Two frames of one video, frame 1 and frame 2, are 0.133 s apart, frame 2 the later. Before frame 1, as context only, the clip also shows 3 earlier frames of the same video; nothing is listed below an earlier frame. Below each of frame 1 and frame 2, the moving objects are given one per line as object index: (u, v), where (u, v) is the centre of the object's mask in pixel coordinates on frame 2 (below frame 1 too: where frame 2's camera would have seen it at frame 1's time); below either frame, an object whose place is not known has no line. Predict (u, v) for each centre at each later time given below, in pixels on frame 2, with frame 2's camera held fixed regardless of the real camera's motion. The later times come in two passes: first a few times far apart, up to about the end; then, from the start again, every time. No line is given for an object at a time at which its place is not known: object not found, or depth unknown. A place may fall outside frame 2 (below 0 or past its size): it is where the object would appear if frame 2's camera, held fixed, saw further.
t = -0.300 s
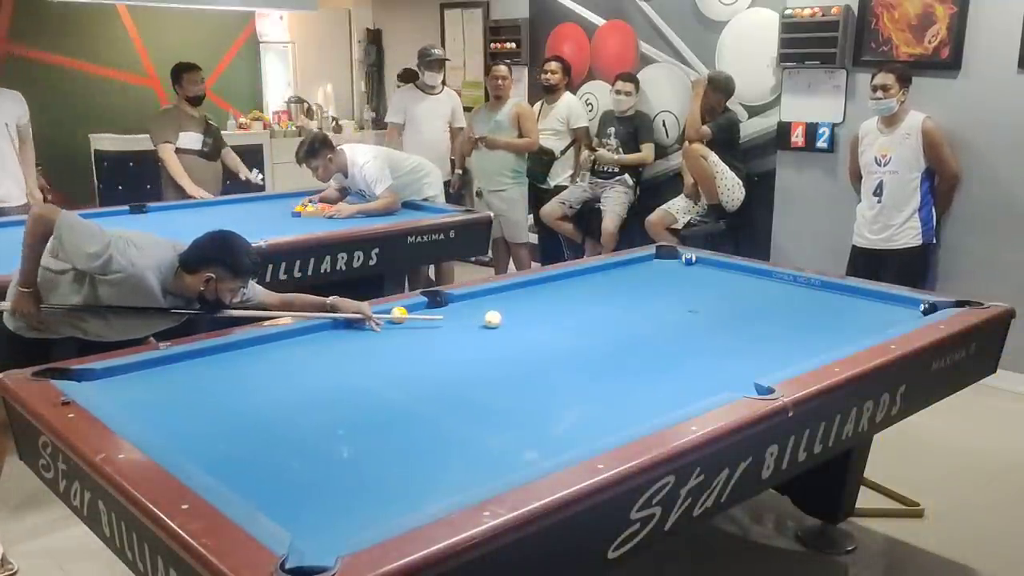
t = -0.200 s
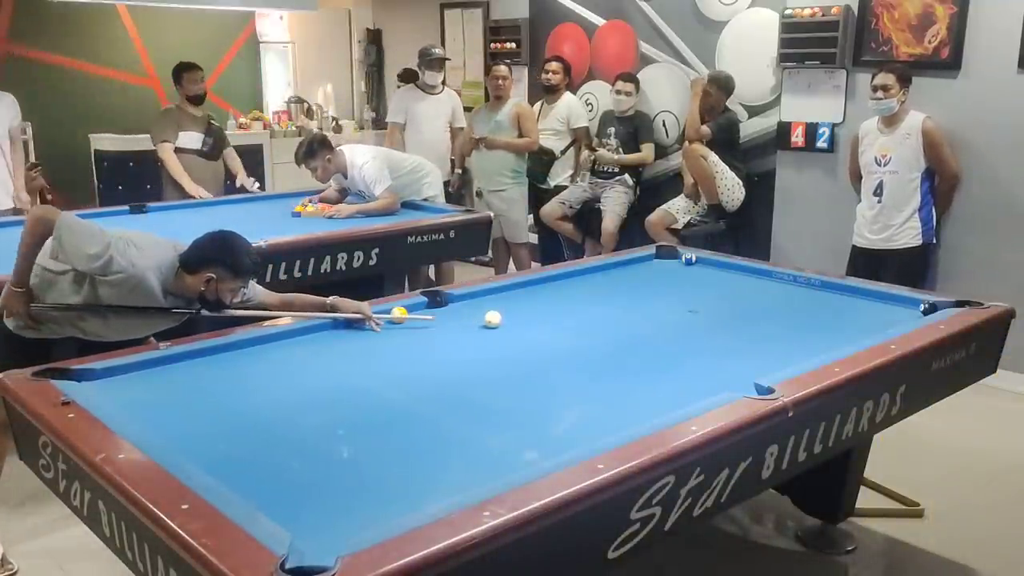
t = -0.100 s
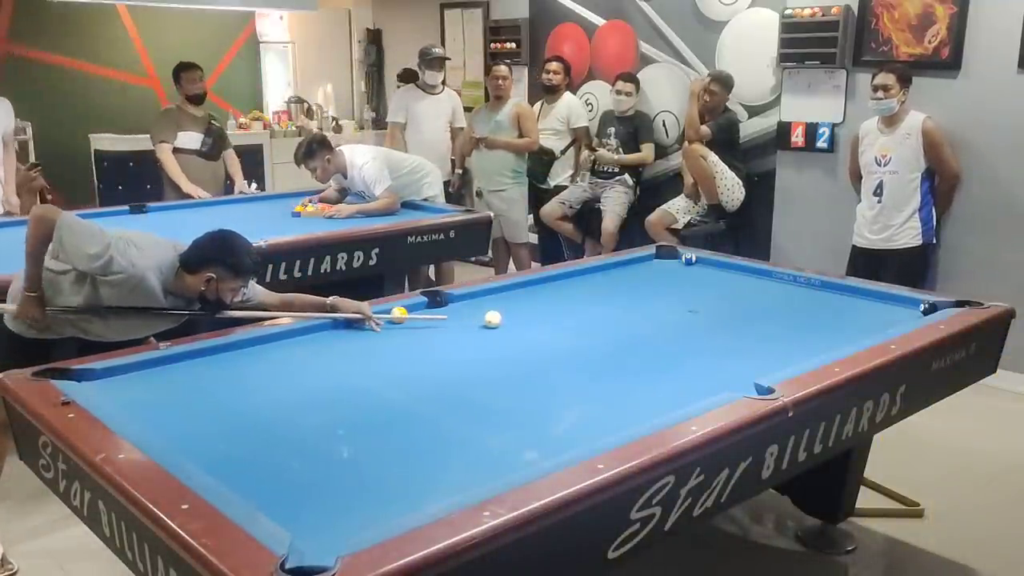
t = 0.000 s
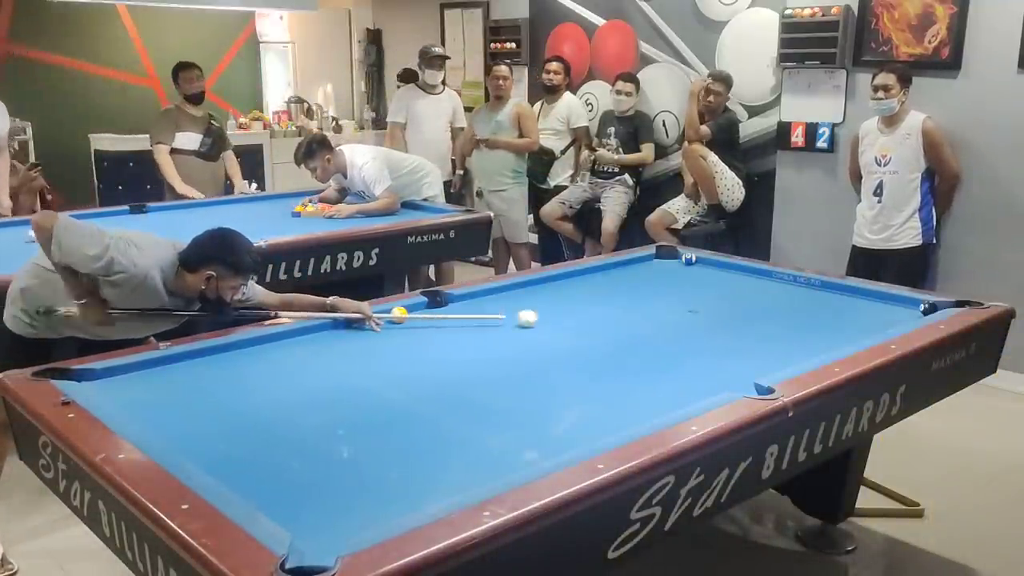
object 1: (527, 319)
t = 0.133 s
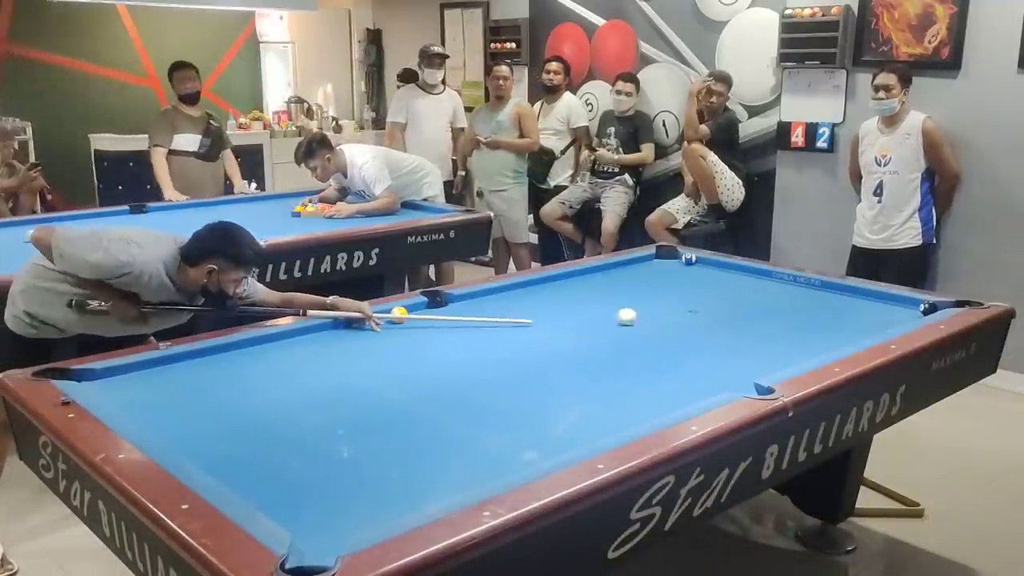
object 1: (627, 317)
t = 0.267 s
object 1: (717, 315)
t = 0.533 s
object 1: (893, 311)
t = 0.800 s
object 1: (914, 304)
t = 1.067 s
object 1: (874, 300)
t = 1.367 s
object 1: (825, 298)
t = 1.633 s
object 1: (785, 296)
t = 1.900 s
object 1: (747, 295)
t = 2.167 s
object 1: (710, 293)
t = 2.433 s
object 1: (676, 292)
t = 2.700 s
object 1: (644, 290)
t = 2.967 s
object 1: (615, 289)
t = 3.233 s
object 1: (587, 288)
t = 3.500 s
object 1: (562, 287)
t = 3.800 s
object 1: (535, 286)
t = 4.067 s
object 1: (519, 286)
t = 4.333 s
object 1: (520, 289)
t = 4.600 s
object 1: (521, 292)
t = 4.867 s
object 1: (522, 294)
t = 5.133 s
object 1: (523, 296)
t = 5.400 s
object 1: (524, 297)
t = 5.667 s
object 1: (524, 298)
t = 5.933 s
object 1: (525, 299)
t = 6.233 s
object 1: (525, 299)
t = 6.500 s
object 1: (525, 300)
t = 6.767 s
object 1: (525, 299)
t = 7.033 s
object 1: (525, 299)
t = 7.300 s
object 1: (525, 299)
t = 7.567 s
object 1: (525, 299)
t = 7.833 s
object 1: (526, 299)
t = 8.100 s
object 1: (526, 299)
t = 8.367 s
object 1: (526, 299)
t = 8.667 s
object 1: (525, 299)
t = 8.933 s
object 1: (525, 299)
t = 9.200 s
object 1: (525, 299)
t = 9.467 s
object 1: (525, 299)
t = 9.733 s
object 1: (526, 299)
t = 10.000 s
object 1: (526, 299)
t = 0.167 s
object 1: (649, 317)
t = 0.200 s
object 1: (672, 316)
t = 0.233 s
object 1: (695, 316)
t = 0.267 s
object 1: (717, 315)
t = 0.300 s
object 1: (740, 314)
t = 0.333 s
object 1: (762, 314)
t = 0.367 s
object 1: (784, 313)
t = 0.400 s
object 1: (806, 313)
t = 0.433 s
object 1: (828, 312)
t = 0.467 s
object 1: (850, 312)
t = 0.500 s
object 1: (872, 312)
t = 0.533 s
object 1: (893, 311)
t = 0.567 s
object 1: (914, 310)
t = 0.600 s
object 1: (924, 311)
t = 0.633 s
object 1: (927, 311)
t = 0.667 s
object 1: (923, 310)
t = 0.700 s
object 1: (920, 309)
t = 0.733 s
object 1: (918, 307)
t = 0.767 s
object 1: (916, 306)
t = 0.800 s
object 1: (914, 304)
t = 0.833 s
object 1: (912, 302)
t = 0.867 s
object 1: (908, 301)
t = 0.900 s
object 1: (903, 301)
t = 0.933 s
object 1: (897, 301)
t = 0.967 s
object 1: (891, 300)
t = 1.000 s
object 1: (886, 300)
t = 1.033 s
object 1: (880, 300)
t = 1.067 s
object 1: (874, 300)
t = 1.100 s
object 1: (869, 299)
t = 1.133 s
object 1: (863, 299)
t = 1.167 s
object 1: (858, 299)
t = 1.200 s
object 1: (852, 299)
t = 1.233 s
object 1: (847, 299)
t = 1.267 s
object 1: (841, 298)
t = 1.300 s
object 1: (836, 298)
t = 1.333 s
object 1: (831, 298)
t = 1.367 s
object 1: (825, 298)
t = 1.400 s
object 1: (820, 298)
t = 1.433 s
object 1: (815, 297)
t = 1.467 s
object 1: (810, 297)
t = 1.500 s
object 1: (805, 297)
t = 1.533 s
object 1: (800, 297)
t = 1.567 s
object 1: (794, 297)
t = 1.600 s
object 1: (790, 296)
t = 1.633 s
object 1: (785, 296)
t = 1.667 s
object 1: (780, 296)
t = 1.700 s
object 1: (775, 296)
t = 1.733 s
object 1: (770, 296)
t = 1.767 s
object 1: (765, 296)
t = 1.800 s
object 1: (761, 295)
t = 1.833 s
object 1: (756, 295)
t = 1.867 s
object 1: (751, 295)
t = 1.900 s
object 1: (747, 295)
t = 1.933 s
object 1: (742, 295)
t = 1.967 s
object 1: (737, 294)
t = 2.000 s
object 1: (733, 294)
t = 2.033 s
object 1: (728, 294)
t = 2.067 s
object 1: (724, 294)
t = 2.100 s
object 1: (719, 294)
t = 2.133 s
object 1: (715, 293)
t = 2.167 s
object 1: (710, 293)
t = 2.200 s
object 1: (706, 293)
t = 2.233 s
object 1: (702, 293)
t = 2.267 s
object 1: (697, 293)
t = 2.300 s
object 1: (693, 292)
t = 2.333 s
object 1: (689, 292)
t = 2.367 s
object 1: (685, 292)
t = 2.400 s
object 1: (681, 292)
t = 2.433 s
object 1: (676, 292)
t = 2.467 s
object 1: (672, 291)
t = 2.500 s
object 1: (668, 291)
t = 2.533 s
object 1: (664, 291)
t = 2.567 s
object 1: (660, 291)
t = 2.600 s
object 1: (656, 291)
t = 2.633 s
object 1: (652, 291)
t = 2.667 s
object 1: (648, 290)
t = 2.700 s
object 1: (644, 290)
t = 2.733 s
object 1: (641, 290)
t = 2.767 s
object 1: (637, 290)
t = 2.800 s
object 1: (633, 290)
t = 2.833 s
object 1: (629, 290)
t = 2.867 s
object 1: (626, 290)
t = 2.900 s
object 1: (622, 289)
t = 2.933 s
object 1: (618, 289)
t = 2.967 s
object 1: (615, 289)
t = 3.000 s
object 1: (611, 289)
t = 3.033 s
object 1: (608, 289)
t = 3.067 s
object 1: (604, 289)
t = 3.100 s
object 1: (601, 289)
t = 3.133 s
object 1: (597, 288)
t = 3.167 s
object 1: (594, 288)
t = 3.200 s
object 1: (591, 288)
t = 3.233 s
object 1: (587, 288)
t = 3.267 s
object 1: (584, 288)
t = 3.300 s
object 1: (581, 288)
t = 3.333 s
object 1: (578, 288)
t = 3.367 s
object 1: (574, 288)
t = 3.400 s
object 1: (571, 287)
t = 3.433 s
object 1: (568, 287)
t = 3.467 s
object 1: (565, 287)
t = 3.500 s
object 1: (562, 287)
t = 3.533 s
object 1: (559, 287)
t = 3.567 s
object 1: (556, 287)
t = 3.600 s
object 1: (553, 287)
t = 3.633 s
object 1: (550, 287)
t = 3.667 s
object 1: (547, 287)
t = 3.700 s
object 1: (544, 286)
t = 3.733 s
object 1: (541, 286)
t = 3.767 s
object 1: (538, 286)
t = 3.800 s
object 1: (535, 286)
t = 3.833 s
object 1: (532, 286)
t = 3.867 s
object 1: (530, 286)
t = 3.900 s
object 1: (527, 286)
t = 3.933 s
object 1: (524, 286)
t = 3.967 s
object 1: (521, 286)
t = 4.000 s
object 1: (519, 286)
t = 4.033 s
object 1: (520, 286)
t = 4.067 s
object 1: (519, 286)
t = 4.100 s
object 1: (520, 287)
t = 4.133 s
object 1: (520, 287)
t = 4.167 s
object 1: (520, 287)
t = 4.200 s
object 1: (520, 288)
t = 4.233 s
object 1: (520, 288)
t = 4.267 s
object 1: (520, 288)
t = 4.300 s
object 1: (520, 289)
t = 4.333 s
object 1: (520, 289)
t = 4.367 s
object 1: (520, 290)
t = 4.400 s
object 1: (520, 290)
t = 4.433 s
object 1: (520, 290)
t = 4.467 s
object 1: (520, 290)
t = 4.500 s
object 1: (521, 291)
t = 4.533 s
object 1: (521, 291)
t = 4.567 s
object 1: (521, 291)
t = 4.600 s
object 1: (521, 292)
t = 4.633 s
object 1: (521, 292)
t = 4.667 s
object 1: (521, 292)
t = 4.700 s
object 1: (521, 292)
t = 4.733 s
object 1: (521, 293)
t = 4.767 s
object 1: (521, 293)
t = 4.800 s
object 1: (521, 293)
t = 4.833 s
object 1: (521, 294)
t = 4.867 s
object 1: (522, 294)
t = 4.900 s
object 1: (522, 294)
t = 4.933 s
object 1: (522, 294)
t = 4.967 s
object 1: (522, 294)
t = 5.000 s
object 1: (522, 295)
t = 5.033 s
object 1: (523, 295)
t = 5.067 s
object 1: (523, 295)
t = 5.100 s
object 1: (523, 296)
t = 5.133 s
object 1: (523, 296)
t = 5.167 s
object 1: (523, 296)
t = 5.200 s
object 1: (523, 296)
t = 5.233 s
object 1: (523, 296)
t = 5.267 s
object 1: (523, 296)
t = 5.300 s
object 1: (523, 297)
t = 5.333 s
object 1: (523, 297)
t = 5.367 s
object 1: (524, 297)
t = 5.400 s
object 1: (524, 297)
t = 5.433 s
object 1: (524, 297)
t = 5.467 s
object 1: (524, 298)
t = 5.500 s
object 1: (524, 298)
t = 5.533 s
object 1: (524, 298)
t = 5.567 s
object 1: (524, 298)
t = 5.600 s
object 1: (524, 298)
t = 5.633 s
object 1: (524, 298)
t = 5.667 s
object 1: (524, 298)
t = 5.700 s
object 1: (524, 298)
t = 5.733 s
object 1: (524, 299)
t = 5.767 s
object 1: (524, 299)
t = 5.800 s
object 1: (524, 299)
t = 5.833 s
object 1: (524, 299)
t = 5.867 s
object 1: (525, 299)
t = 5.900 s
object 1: (525, 299)
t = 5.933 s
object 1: (525, 299)
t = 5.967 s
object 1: (525, 299)
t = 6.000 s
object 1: (525, 299)
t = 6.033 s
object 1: (525, 299)
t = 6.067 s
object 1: (525, 299)
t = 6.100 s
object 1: (525, 299)
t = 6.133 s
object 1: (526, 299)
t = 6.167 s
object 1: (525, 299)
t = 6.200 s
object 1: (525, 299)
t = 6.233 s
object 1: (525, 299)
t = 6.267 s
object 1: (525, 299)
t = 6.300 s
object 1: (525, 299)
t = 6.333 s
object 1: (525, 299)
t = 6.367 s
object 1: (525, 299)
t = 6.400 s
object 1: (525, 299)
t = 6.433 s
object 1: (525, 299)
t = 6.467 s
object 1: (525, 299)
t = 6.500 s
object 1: (525, 300)
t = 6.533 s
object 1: (525, 300)
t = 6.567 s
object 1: (525, 299)
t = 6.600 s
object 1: (525, 299)
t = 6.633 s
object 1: (525, 299)
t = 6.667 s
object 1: (525, 299)
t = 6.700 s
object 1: (525, 299)
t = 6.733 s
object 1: (525, 299)
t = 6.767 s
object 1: (525, 299)
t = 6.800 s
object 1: (526, 299)
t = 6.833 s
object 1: (525, 299)
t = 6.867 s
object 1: (525, 299)
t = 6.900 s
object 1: (525, 299)
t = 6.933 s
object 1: (525, 299)
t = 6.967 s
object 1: (525, 299)
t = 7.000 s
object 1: (525, 299)
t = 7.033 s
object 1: (525, 299)
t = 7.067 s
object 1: (525, 299)
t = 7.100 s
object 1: (525, 300)
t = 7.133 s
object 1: (525, 299)
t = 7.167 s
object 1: (525, 299)
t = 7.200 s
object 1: (525, 299)
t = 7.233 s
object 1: (525, 299)
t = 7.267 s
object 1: (525, 299)
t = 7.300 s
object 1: (525, 299)
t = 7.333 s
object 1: (525, 299)
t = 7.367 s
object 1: (526, 299)
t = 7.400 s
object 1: (525, 299)
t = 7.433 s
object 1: (526, 299)
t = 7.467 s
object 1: (525, 299)
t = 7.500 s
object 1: (526, 299)
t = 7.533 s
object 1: (525, 299)
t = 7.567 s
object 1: (525, 299)
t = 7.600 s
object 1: (525, 300)
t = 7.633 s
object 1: (525, 300)
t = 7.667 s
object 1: (525, 299)
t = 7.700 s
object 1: (526, 299)
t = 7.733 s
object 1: (525, 299)
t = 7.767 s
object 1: (525, 299)
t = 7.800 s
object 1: (526, 299)
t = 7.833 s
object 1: (526, 299)
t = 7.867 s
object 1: (526, 299)
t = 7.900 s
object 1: (526, 299)
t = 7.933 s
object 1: (526, 299)
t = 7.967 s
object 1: (526, 299)
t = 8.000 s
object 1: (526, 299)
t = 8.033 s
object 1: (526, 299)
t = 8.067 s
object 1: (526, 299)
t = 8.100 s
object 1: (526, 299)
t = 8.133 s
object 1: (526, 299)
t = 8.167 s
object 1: (526, 299)
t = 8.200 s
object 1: (525, 299)
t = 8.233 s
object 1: (525, 299)
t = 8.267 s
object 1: (525, 299)
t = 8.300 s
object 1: (525, 299)
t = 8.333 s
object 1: (526, 299)
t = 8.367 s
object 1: (526, 299)
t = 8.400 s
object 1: (525, 299)
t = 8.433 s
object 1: (525, 299)
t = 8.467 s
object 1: (525, 299)
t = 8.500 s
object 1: (526, 299)
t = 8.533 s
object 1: (525, 299)
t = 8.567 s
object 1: (526, 299)
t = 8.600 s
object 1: (525, 299)
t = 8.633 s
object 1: (526, 299)
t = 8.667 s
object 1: (525, 299)
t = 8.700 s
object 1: (525, 299)
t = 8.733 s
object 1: (525, 299)
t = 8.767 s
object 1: (525, 299)
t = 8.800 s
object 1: (526, 299)
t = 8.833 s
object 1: (525, 299)
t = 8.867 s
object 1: (525, 299)
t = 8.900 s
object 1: (525, 299)
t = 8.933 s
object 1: (525, 299)
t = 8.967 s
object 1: (525, 299)
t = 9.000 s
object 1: (525, 299)
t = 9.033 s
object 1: (525, 299)
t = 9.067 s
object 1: (525, 299)
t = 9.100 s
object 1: (525, 299)
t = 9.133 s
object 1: (525, 299)
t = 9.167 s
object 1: (525, 299)
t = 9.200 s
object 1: (525, 299)
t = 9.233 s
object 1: (525, 299)
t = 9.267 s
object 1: (525, 299)
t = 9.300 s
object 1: (525, 299)
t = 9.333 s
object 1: (526, 299)
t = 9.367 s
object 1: (525, 299)
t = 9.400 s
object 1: (525, 300)
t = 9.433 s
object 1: (526, 299)
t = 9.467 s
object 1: (525, 299)
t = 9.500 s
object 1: (525, 299)
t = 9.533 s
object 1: (525, 299)
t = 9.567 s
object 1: (526, 299)
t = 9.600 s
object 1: (526, 299)
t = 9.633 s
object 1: (525, 299)
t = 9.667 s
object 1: (526, 299)
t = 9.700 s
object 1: (525, 299)
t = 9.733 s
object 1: (526, 299)
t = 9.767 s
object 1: (526, 299)
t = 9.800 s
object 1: (525, 299)
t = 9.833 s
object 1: (525, 300)
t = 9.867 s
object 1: (525, 300)
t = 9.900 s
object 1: (525, 300)
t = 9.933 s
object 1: (525, 300)
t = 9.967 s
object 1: (525, 300)
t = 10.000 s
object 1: (526, 299)
